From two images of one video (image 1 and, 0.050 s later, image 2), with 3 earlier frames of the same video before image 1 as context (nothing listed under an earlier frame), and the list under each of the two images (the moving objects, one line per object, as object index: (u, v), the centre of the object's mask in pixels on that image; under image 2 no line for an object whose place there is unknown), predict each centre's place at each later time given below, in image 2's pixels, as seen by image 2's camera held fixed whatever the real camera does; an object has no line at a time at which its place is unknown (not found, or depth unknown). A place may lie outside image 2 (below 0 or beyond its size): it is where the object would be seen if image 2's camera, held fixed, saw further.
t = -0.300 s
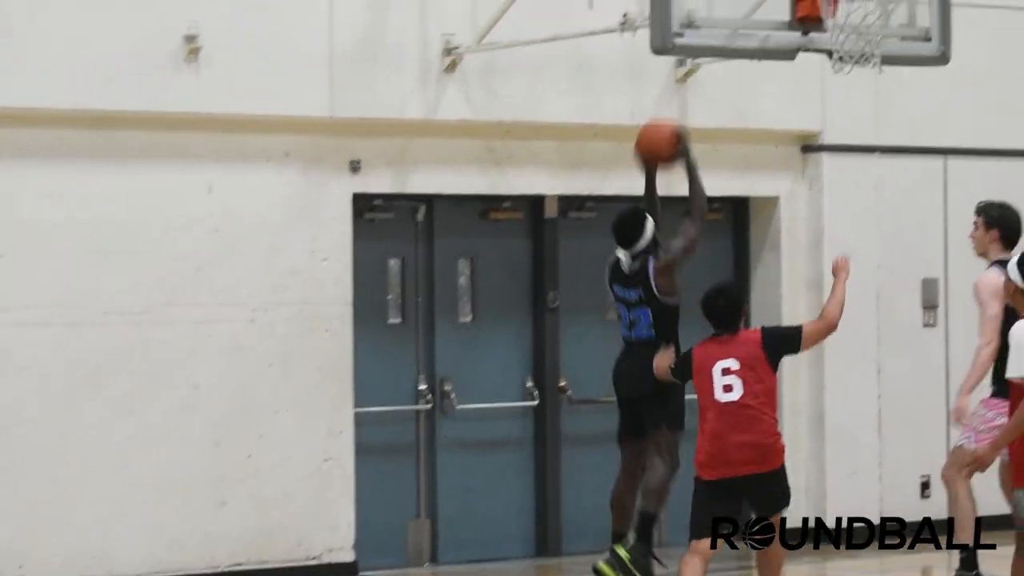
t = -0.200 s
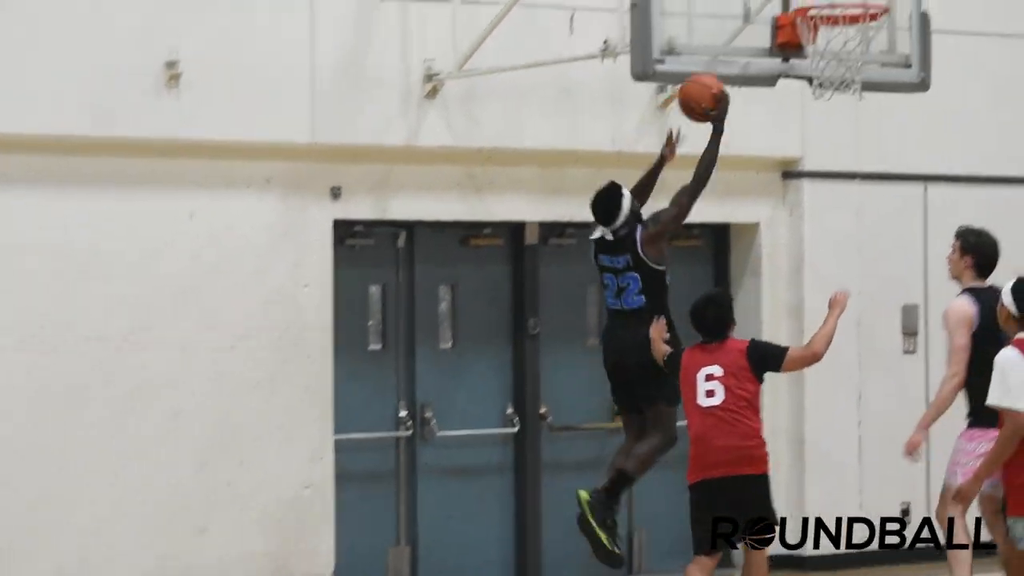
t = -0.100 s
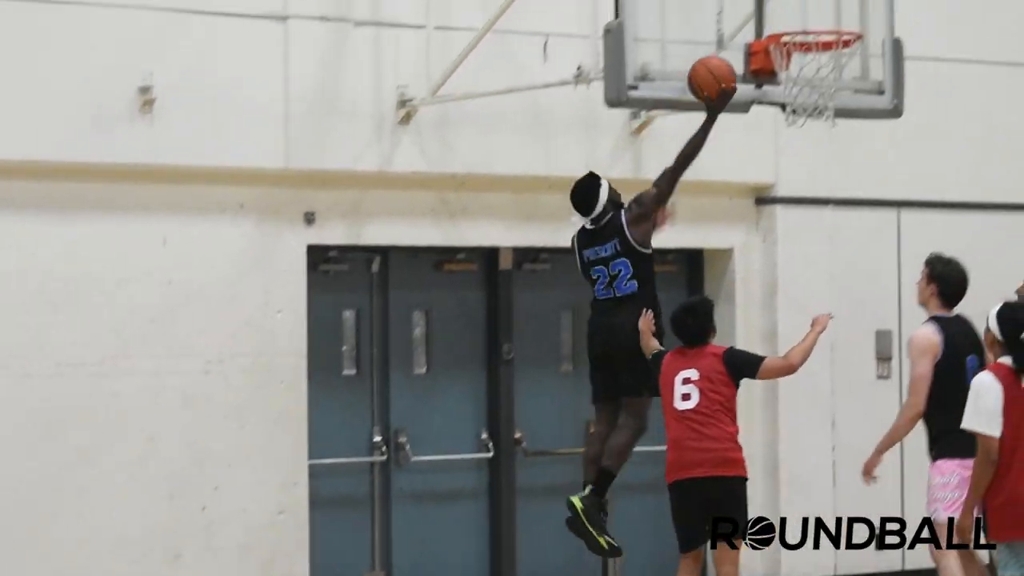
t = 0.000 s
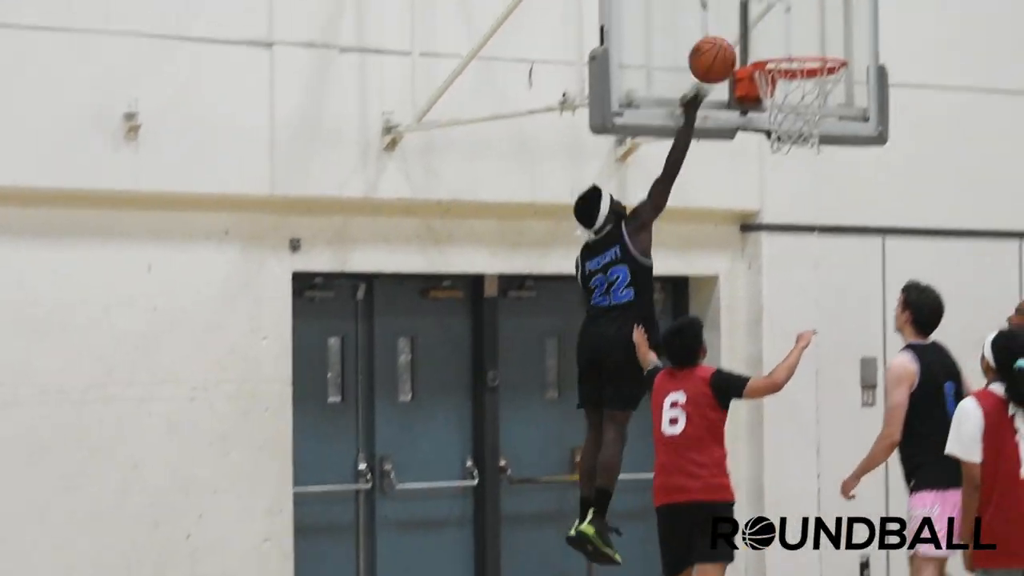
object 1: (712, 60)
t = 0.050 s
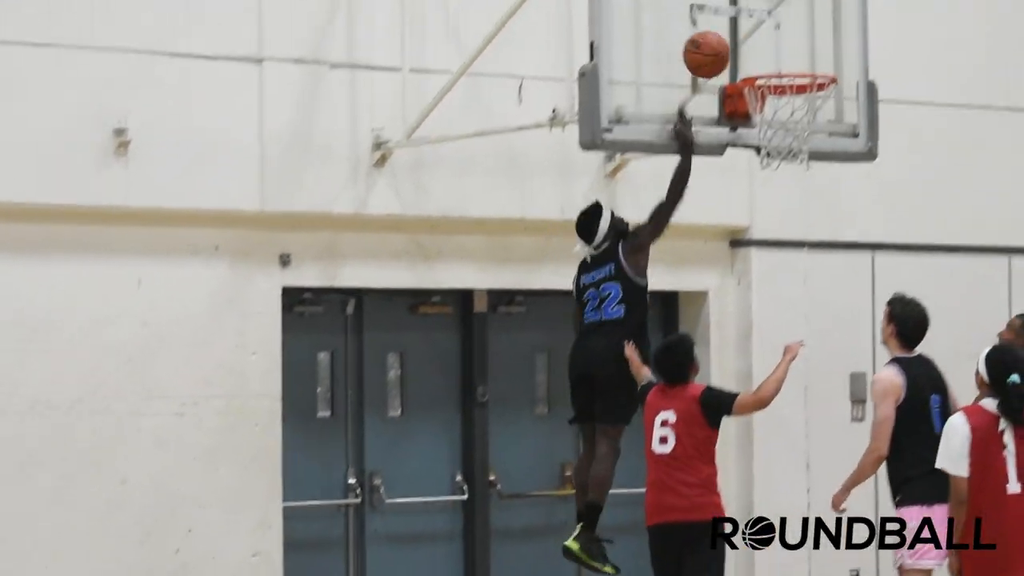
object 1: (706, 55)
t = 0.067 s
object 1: (715, 54)
